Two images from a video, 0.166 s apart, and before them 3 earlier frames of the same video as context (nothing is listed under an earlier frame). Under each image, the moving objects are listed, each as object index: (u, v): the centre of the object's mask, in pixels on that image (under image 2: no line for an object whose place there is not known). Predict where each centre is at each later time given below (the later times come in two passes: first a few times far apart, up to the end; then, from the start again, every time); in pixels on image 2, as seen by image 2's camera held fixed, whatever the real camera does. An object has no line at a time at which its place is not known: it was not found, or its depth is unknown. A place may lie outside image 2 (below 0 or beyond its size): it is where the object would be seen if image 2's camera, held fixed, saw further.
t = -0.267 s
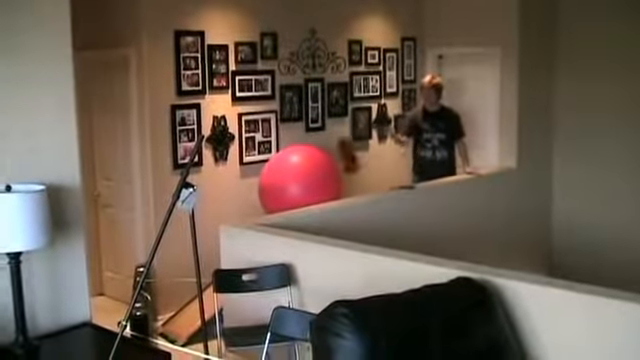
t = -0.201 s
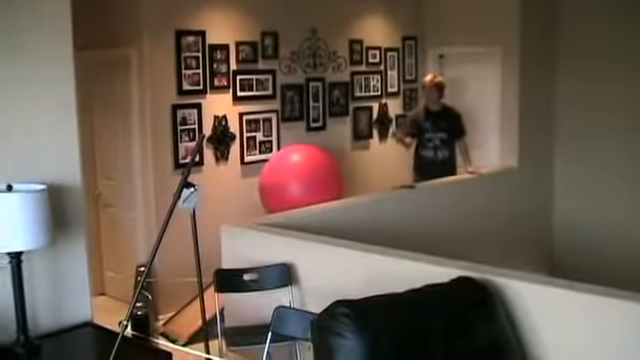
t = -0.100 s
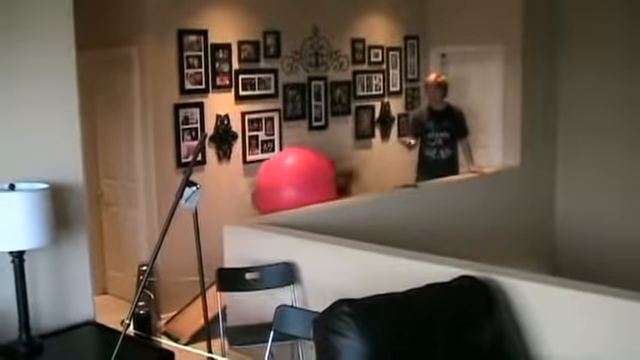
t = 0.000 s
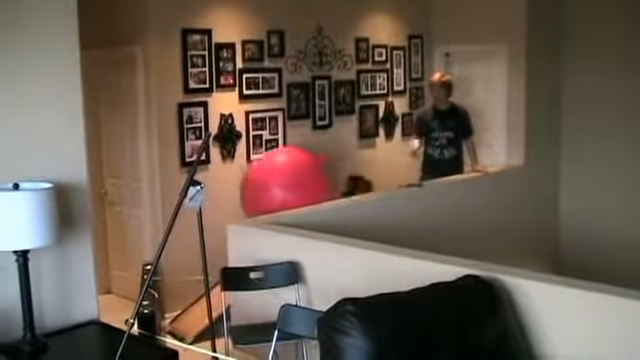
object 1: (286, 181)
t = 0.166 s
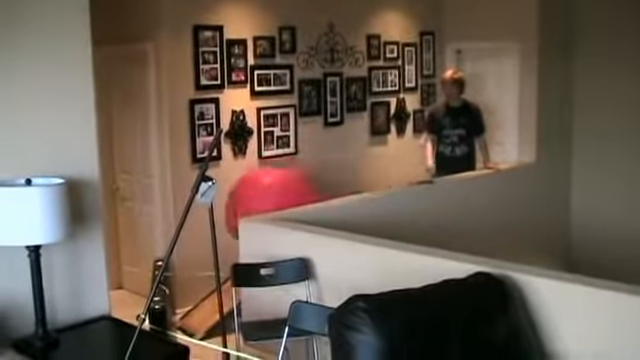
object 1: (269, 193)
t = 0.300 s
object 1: (241, 219)
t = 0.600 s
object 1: (202, 276)
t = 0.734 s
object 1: (202, 279)
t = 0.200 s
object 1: (260, 201)
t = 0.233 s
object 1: (256, 207)
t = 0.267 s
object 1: (254, 212)
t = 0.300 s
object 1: (241, 219)
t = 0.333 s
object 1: (227, 235)
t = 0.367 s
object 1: (219, 245)
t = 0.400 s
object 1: (214, 254)
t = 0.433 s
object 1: (207, 261)
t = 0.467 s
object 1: (204, 268)
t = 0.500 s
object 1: (202, 273)
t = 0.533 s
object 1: (200, 275)
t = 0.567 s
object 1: (201, 275)
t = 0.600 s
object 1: (202, 276)
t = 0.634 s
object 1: (202, 277)
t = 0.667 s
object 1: (203, 278)
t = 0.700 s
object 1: (202, 279)
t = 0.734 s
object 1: (202, 279)
